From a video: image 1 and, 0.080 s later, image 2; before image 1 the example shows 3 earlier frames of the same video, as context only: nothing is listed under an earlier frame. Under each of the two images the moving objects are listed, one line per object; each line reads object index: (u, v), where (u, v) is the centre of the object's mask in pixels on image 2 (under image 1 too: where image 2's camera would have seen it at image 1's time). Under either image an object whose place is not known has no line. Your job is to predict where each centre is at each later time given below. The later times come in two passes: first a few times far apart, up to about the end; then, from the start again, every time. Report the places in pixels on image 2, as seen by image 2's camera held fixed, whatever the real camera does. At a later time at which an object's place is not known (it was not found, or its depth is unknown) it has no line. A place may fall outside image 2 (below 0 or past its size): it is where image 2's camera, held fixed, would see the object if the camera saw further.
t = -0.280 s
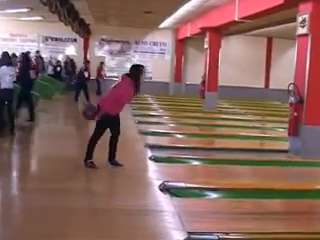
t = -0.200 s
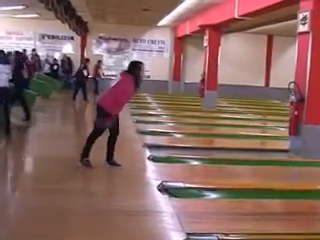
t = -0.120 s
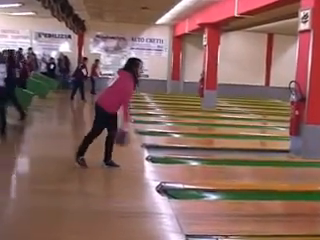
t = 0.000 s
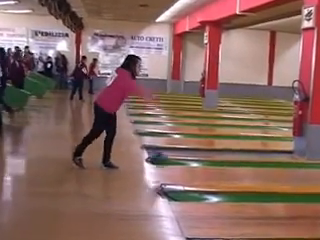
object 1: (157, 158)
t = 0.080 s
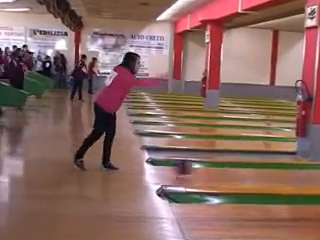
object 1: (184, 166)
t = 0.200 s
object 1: (218, 168)
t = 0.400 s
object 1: (276, 173)
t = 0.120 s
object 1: (195, 167)
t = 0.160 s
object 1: (207, 166)
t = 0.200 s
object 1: (218, 168)
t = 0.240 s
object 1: (229, 172)
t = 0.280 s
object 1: (241, 171)
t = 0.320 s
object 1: (254, 172)
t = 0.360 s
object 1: (266, 172)
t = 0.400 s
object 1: (276, 173)
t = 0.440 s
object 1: (286, 173)
